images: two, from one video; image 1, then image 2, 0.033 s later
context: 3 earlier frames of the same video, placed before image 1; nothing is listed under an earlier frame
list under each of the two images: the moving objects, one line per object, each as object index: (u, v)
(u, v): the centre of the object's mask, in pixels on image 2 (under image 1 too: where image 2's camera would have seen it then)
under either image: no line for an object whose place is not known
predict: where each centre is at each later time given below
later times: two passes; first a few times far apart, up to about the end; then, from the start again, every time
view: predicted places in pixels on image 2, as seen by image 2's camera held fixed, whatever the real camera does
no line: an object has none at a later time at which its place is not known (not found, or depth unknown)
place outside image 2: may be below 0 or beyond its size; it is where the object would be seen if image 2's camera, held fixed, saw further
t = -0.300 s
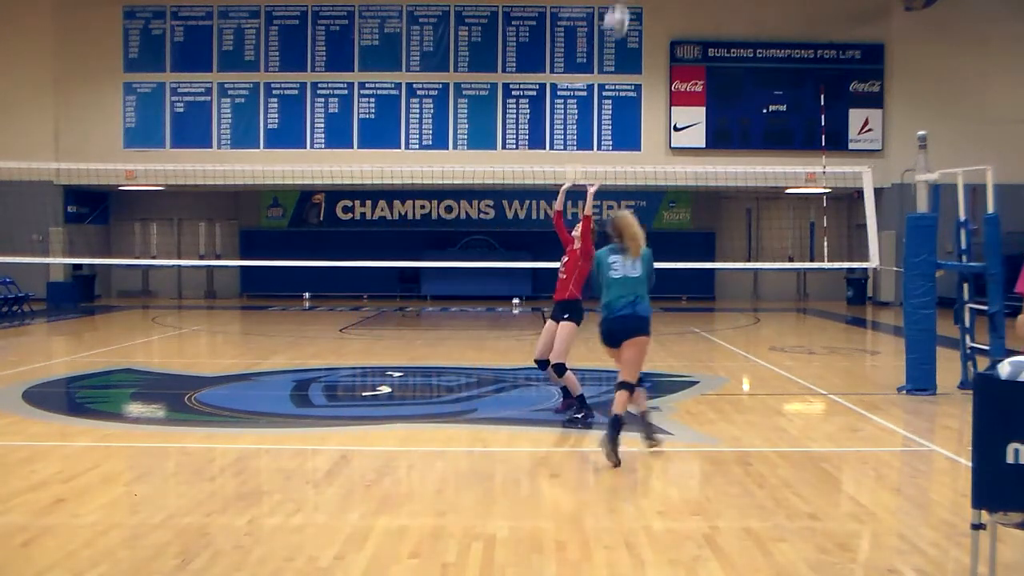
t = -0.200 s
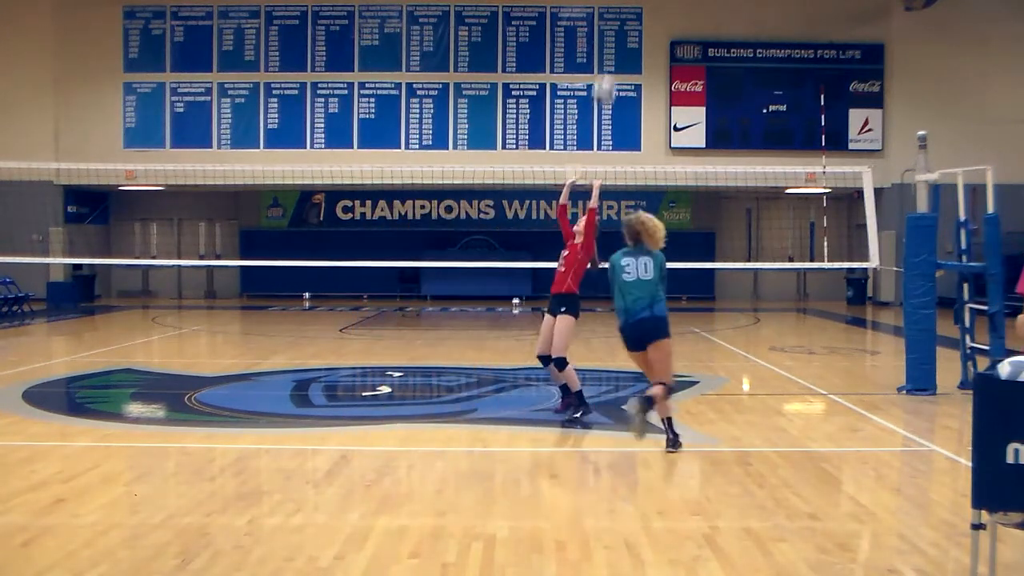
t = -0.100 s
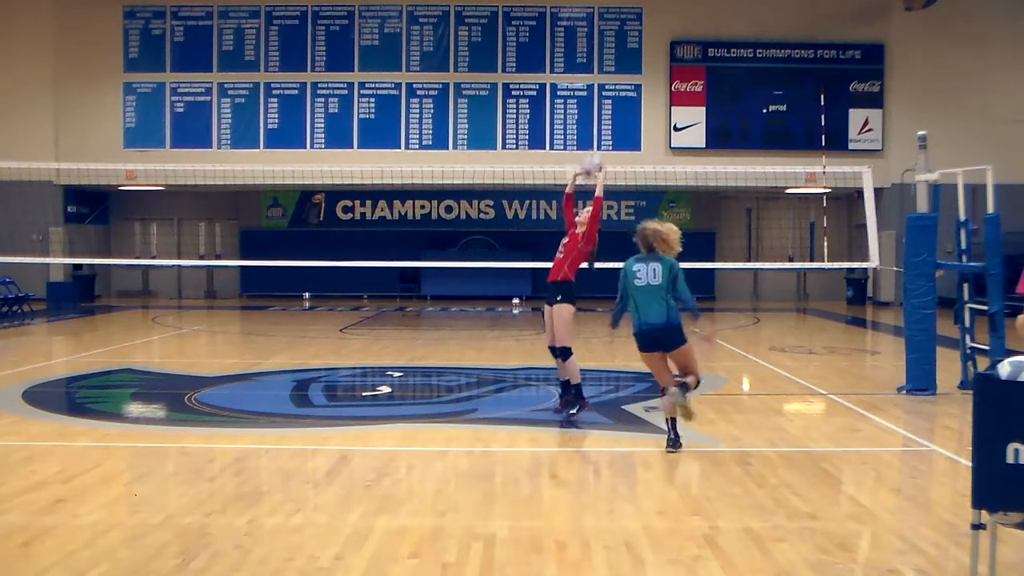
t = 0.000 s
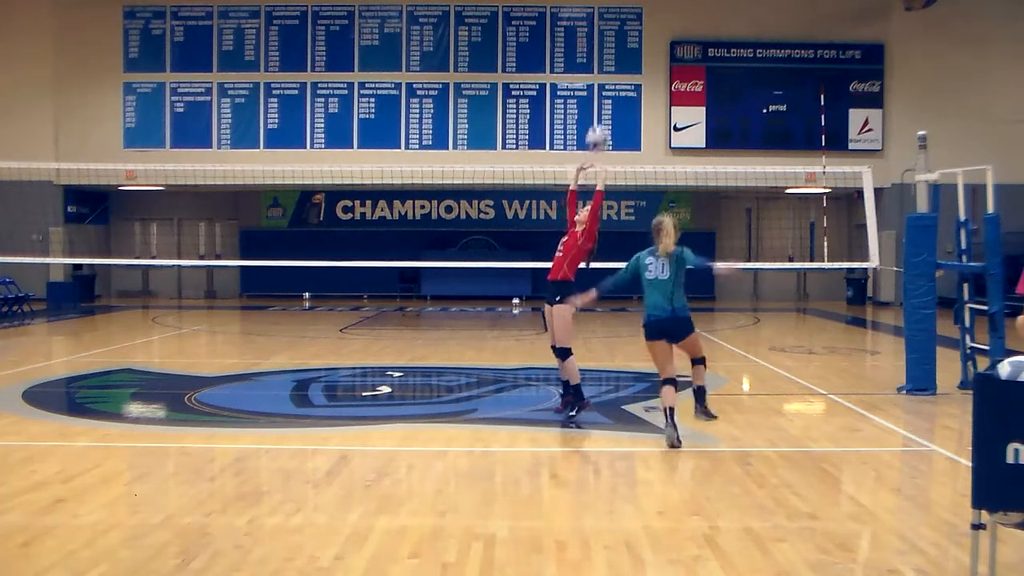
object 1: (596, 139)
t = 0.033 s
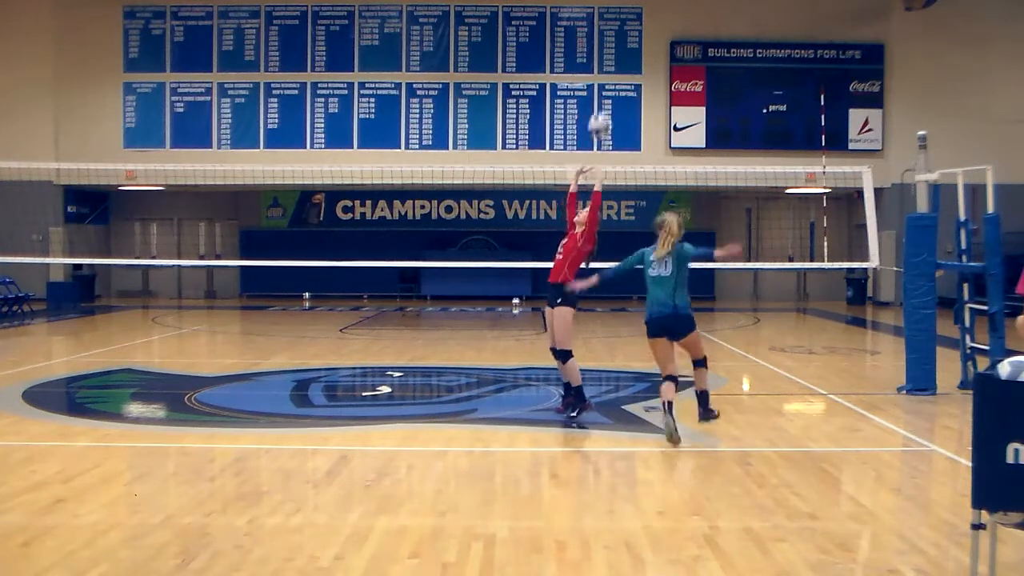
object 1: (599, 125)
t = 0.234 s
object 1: (613, 73)
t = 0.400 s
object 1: (623, 64)
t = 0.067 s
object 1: (602, 112)
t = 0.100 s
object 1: (604, 103)
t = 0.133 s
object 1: (606, 94)
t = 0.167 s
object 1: (609, 86)
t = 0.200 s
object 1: (611, 78)
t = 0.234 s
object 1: (613, 73)
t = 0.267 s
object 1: (614, 69)
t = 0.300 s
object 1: (616, 66)
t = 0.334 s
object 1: (619, 64)
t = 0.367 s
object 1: (621, 64)
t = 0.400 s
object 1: (623, 64)
